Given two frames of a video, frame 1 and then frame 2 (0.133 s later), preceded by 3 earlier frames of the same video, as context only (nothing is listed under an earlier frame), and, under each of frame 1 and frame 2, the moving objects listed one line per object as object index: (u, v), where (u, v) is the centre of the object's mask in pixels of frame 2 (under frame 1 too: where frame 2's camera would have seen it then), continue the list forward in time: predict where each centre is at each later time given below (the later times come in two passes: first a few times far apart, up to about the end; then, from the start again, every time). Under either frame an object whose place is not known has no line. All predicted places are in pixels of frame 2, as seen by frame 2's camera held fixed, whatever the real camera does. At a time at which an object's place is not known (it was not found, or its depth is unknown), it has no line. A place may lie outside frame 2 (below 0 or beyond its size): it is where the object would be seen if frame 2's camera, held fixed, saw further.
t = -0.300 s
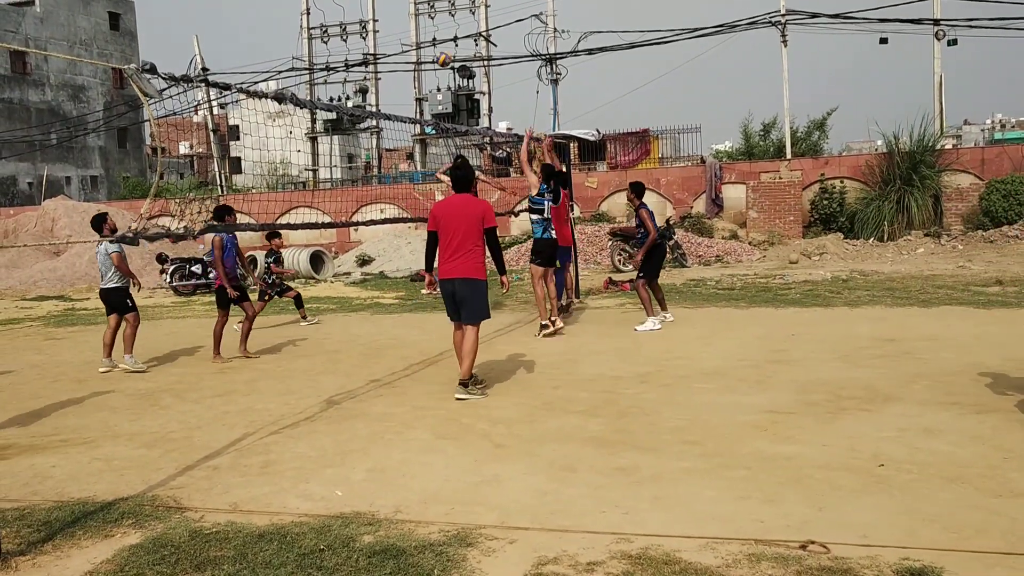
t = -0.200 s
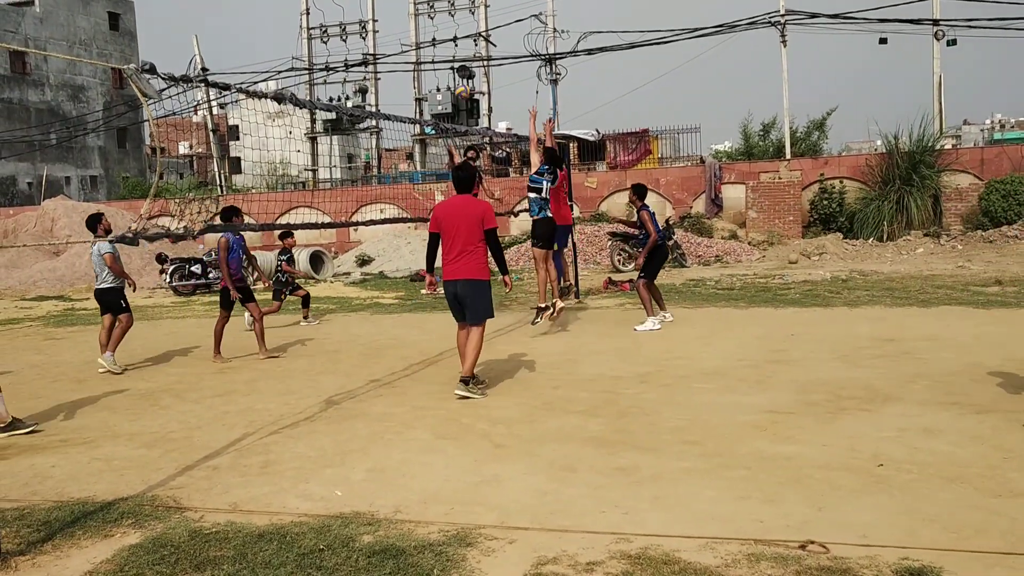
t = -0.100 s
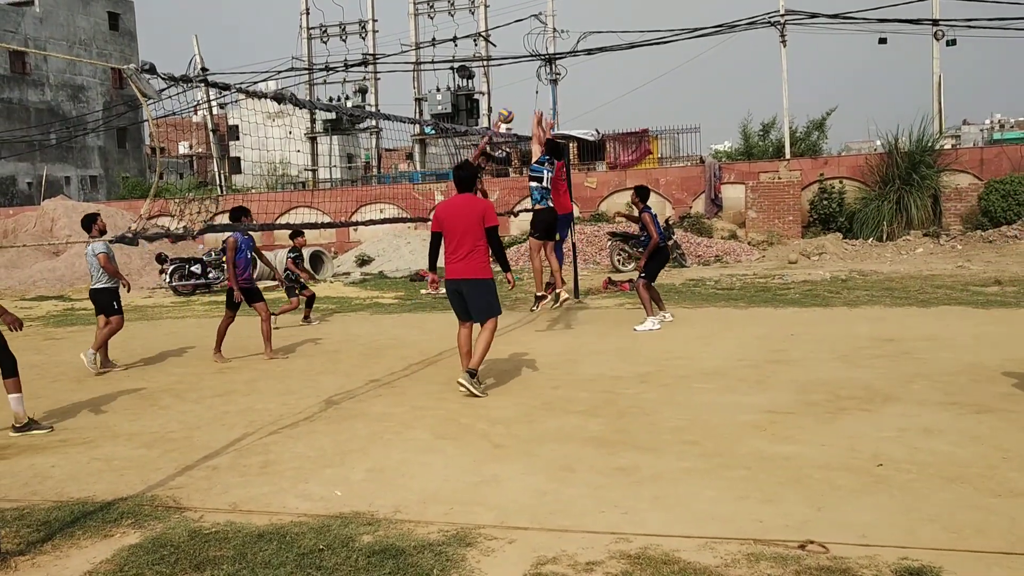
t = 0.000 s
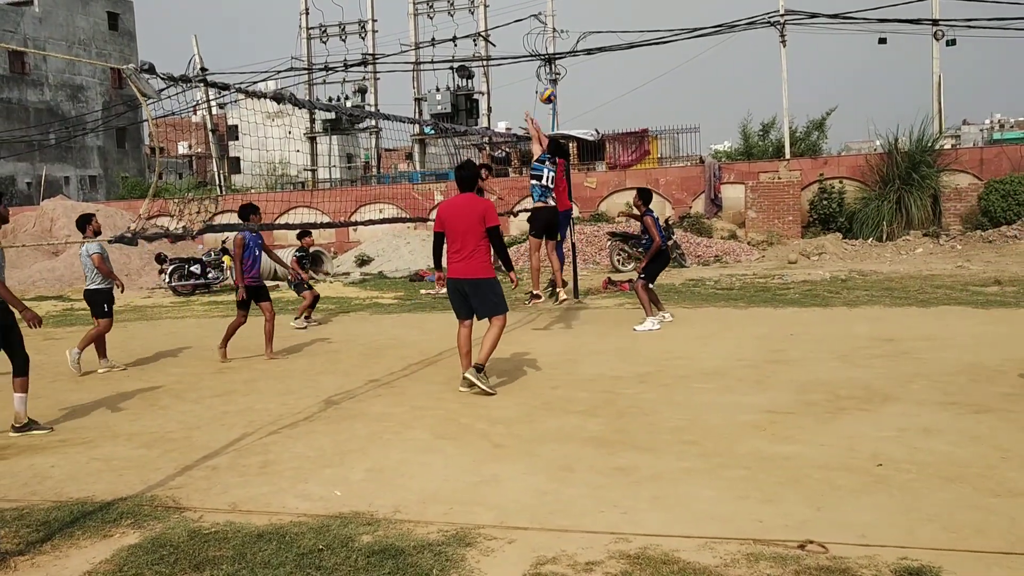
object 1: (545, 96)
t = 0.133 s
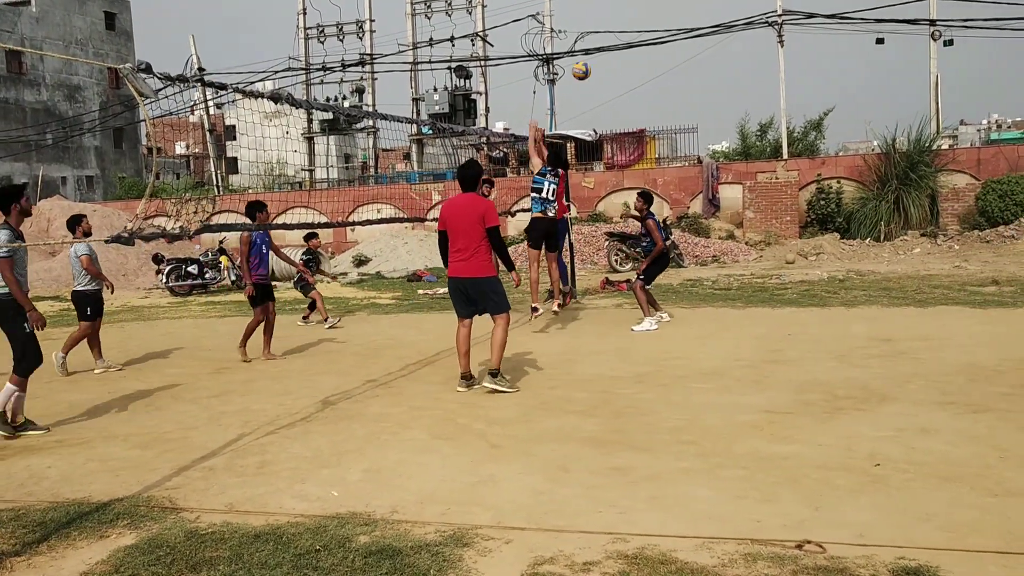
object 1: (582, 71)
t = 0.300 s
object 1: (640, 62)
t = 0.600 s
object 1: (798, 135)
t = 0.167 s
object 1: (592, 67)
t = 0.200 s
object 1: (603, 64)
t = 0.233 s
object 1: (615, 62)
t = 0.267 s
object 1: (627, 62)
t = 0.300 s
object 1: (640, 62)
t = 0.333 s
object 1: (654, 63)
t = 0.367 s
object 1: (669, 67)
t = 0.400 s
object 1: (684, 71)
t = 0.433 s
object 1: (700, 77)
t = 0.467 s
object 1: (717, 85)
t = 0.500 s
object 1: (735, 95)
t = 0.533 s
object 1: (755, 106)
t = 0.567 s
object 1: (777, 120)
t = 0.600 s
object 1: (798, 135)
